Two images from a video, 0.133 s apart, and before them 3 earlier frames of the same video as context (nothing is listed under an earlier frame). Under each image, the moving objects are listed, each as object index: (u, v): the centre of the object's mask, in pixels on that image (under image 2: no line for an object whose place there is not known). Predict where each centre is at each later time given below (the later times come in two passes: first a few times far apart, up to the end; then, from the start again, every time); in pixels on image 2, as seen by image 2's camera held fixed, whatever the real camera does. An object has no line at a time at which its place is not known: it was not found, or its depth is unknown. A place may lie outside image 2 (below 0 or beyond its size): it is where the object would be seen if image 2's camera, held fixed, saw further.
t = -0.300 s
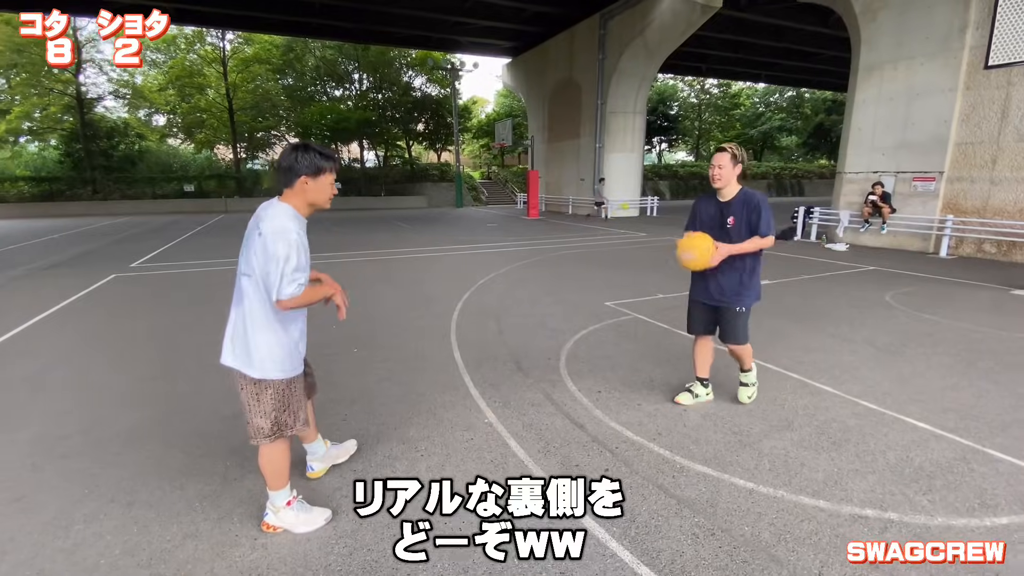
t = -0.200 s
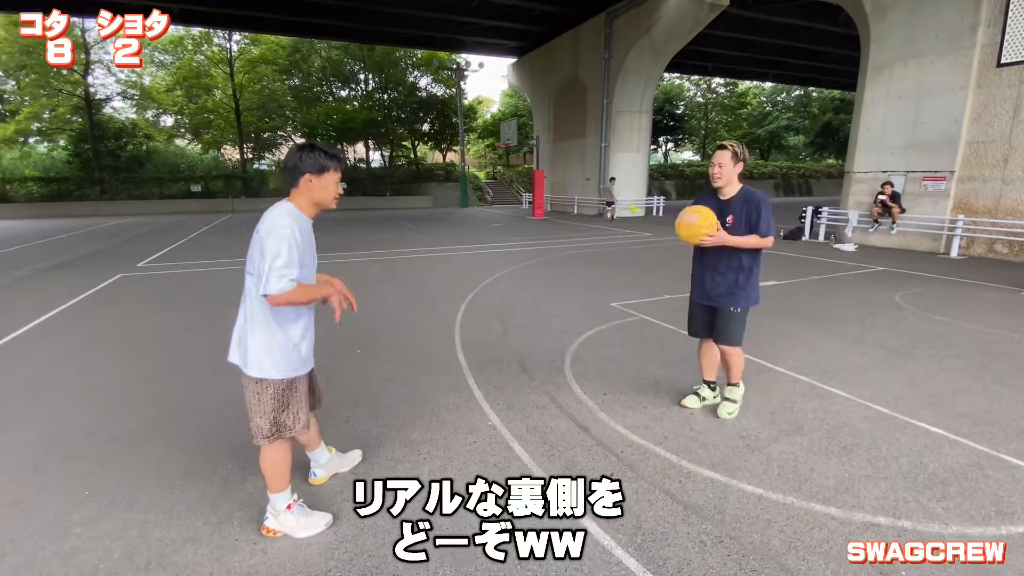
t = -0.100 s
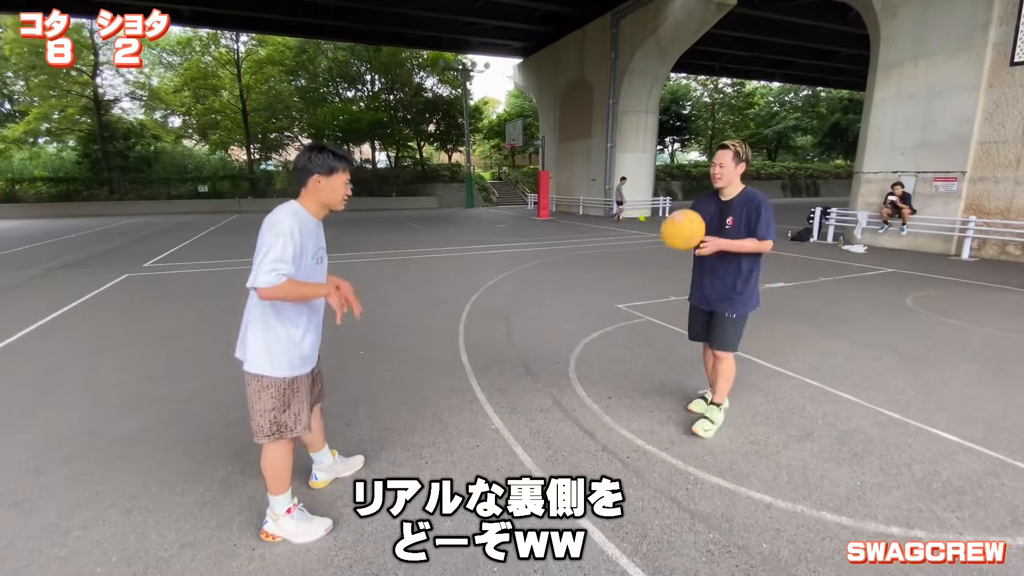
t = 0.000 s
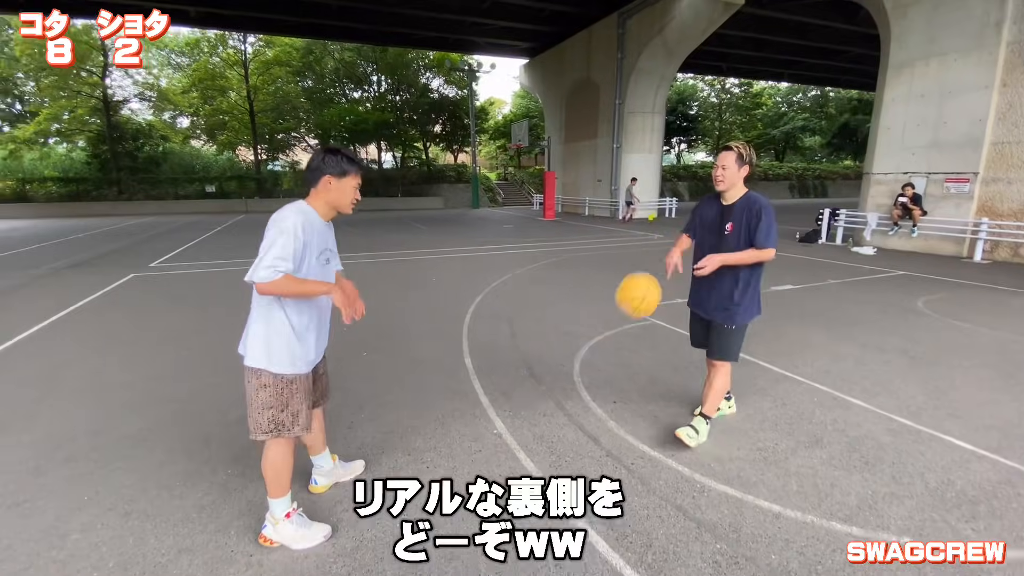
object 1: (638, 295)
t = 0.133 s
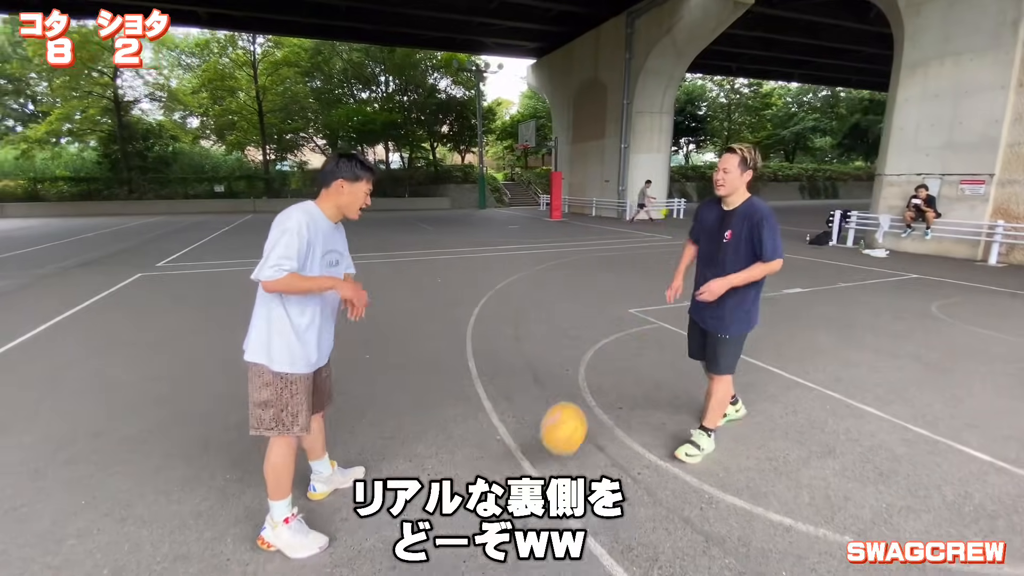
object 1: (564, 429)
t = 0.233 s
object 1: (526, 412)
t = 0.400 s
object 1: (470, 316)
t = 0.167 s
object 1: (545, 455)
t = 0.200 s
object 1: (535, 435)
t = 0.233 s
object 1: (526, 412)
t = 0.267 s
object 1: (516, 389)
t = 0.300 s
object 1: (505, 369)
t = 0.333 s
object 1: (493, 351)
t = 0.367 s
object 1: (481, 333)
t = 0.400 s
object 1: (470, 316)
